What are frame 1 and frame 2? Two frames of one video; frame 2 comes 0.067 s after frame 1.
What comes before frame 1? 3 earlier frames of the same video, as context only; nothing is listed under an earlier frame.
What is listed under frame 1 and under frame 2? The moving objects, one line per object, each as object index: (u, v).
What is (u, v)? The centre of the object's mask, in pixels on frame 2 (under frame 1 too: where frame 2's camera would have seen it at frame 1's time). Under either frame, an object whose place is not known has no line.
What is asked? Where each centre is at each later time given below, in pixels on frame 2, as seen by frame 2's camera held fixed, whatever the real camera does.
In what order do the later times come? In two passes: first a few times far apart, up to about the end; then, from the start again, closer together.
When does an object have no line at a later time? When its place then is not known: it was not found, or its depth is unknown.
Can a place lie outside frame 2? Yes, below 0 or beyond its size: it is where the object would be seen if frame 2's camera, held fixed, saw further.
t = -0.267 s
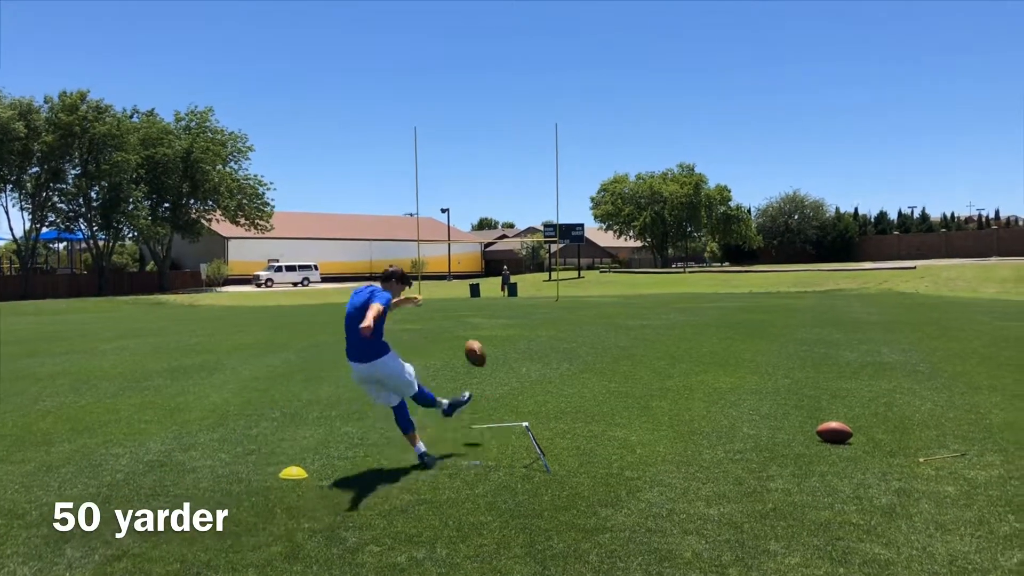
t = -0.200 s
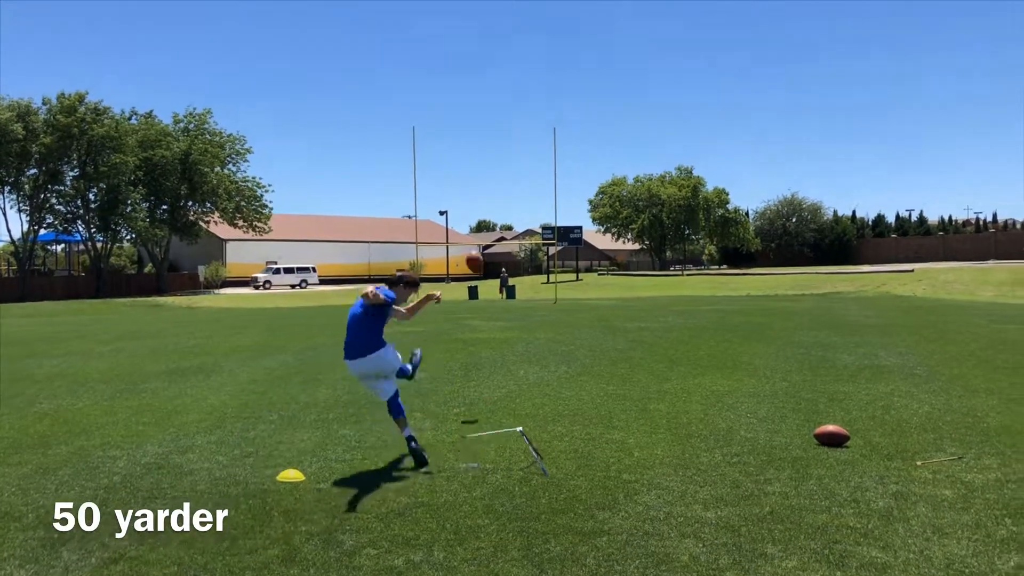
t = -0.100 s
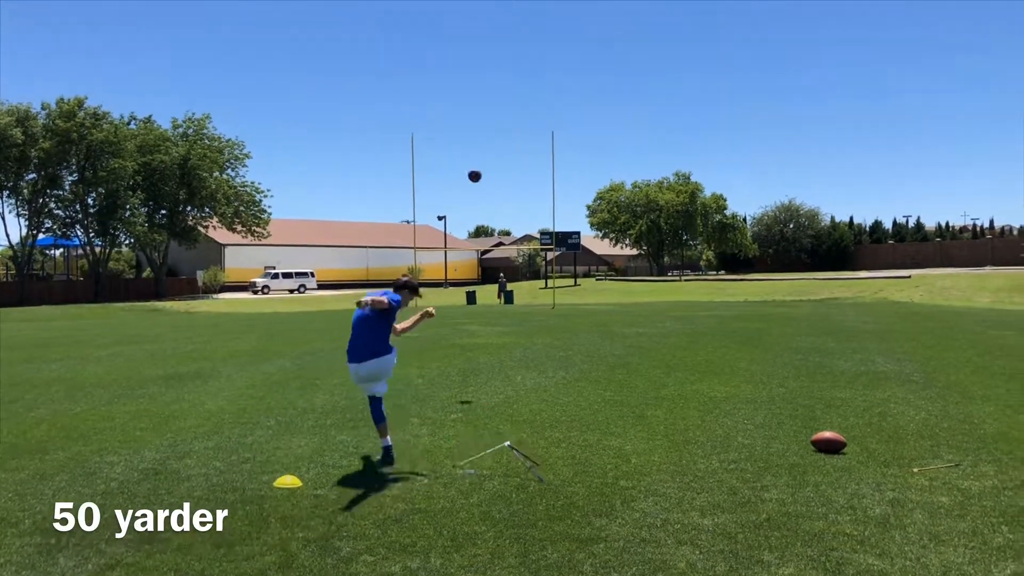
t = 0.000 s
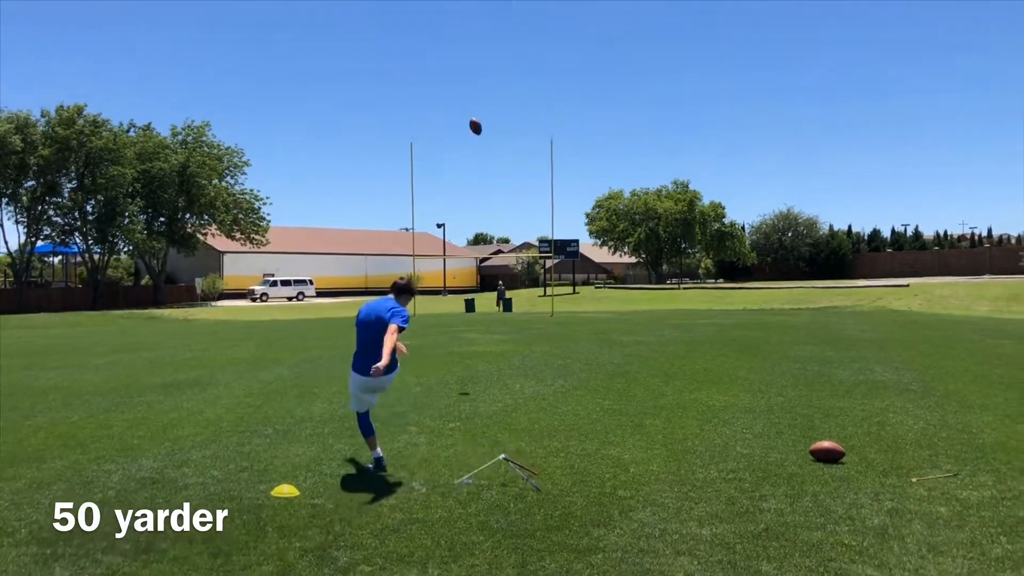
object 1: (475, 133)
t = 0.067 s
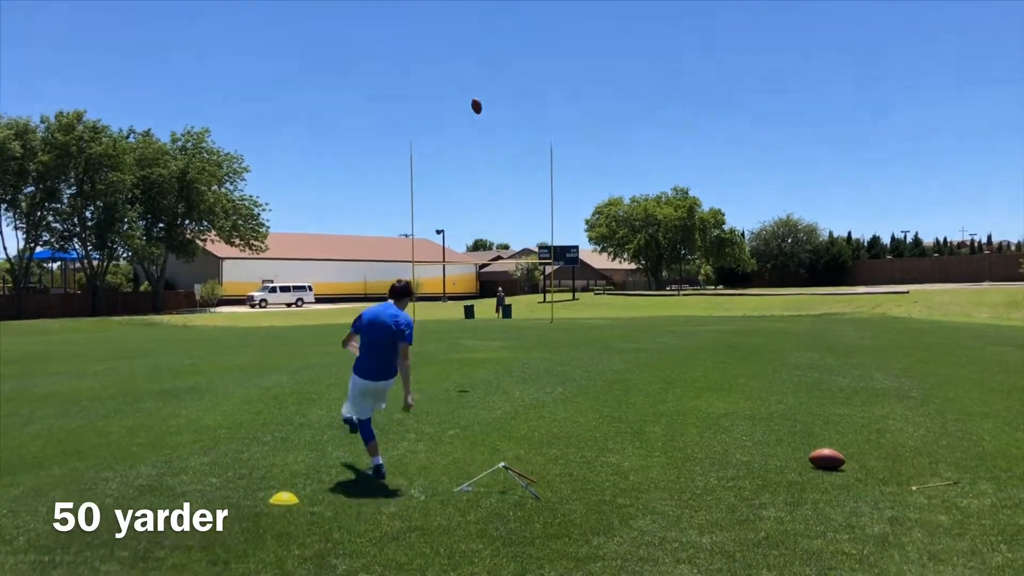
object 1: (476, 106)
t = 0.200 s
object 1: (478, 70)
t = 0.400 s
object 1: (482, 42)
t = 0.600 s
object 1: (485, 34)
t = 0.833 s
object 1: (488, 39)
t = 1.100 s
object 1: (491, 59)
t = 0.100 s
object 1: (477, 95)
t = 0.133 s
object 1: (477, 86)
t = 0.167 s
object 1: (478, 77)
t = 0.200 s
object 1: (478, 70)
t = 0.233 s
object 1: (479, 63)
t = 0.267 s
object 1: (479, 58)
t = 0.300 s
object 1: (480, 53)
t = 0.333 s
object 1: (481, 49)
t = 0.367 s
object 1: (481, 45)
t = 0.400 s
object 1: (482, 42)
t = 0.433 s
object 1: (483, 40)
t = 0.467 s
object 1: (483, 38)
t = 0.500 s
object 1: (484, 36)
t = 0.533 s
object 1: (484, 35)
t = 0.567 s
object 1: (485, 34)
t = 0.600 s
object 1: (485, 34)
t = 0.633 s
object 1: (486, 34)
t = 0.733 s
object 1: (487, 35)
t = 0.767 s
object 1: (488, 36)
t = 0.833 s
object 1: (488, 39)
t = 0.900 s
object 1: (489, 43)
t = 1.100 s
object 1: (491, 59)
